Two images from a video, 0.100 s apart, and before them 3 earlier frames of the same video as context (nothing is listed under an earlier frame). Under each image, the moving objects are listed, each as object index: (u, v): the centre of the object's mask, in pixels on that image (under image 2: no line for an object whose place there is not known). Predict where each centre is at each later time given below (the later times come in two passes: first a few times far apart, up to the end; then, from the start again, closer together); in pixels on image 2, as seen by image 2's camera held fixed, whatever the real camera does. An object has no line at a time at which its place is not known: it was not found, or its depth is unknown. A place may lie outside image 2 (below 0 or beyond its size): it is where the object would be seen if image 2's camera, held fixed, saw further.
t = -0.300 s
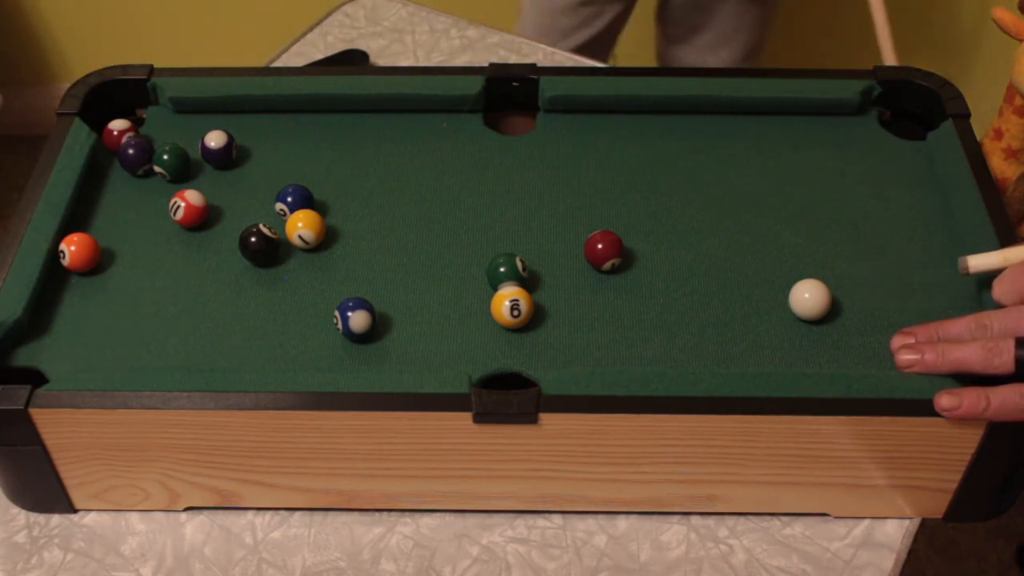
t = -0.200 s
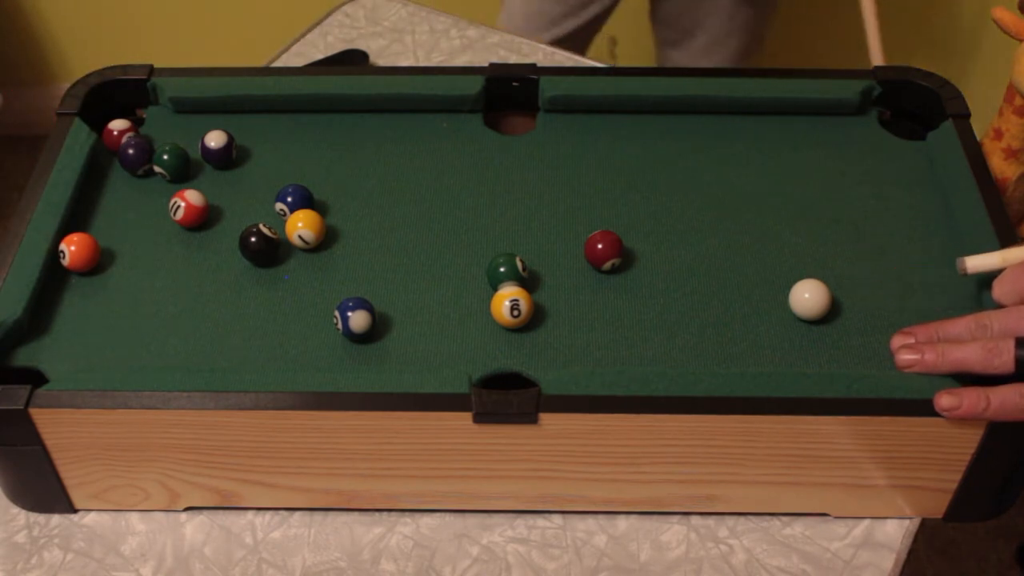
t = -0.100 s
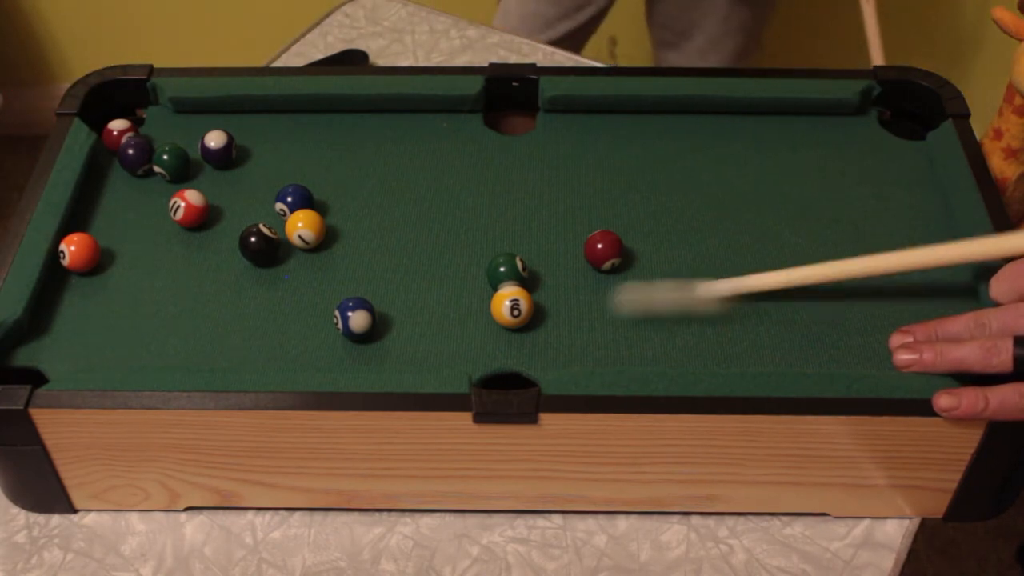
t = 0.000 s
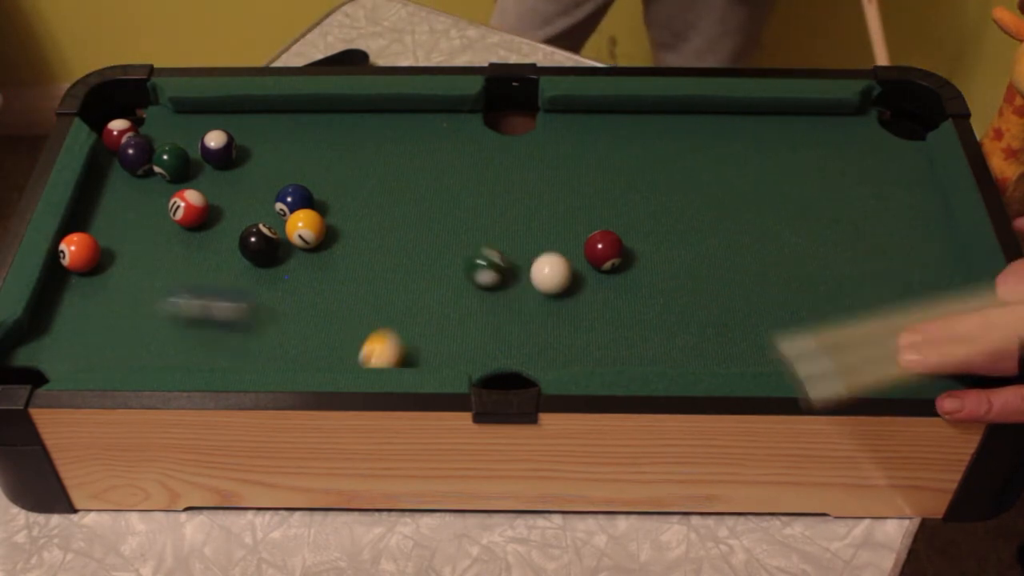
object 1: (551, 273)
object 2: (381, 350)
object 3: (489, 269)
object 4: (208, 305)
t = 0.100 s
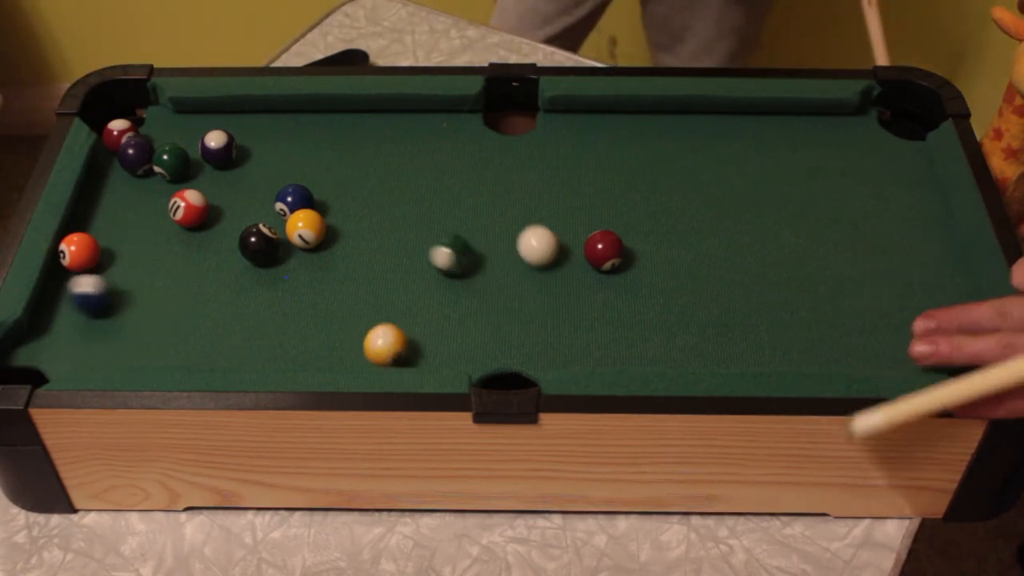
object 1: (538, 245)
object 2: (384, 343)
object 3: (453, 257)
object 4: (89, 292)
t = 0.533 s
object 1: (461, 155)
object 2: (416, 287)
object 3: (348, 216)
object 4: (316, 290)
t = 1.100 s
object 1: (422, 118)
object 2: (484, 253)
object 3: (336, 206)
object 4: (402, 288)
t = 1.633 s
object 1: (421, 119)
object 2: (490, 249)
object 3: (336, 206)
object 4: (401, 288)
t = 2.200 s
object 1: (421, 119)
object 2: (490, 249)
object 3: (335, 205)
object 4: (401, 288)
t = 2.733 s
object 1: (421, 119)
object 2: (490, 249)
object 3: (335, 206)
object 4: (401, 288)
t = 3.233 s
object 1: (421, 119)
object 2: (490, 249)
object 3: (335, 205)
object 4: (401, 288)
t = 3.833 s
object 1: (421, 119)
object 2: (490, 249)
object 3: (336, 206)
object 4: (401, 288)
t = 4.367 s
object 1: (421, 119)
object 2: (490, 249)
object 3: (335, 206)
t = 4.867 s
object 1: (421, 119)
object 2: (490, 249)
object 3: (335, 205)
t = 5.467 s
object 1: (421, 119)
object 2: (490, 249)
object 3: (335, 205)
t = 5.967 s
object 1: (420, 119)
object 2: (490, 249)
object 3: (335, 206)
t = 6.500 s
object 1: (420, 119)
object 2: (490, 249)
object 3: (335, 205)
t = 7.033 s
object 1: (420, 119)
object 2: (490, 249)
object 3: (335, 205)
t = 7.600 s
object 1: (420, 119)
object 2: (490, 248)
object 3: (335, 206)
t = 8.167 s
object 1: (420, 119)
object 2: (490, 248)
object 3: (335, 206)
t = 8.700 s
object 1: (420, 119)
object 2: (490, 248)
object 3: (335, 206)
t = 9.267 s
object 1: (420, 119)
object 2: (490, 248)
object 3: (335, 206)
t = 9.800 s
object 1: (420, 119)
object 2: (490, 248)
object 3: (335, 206)
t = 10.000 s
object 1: (420, 119)
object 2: (490, 248)
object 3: (335, 205)
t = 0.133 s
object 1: (530, 236)
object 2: (388, 338)
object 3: (441, 252)
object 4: (112, 294)
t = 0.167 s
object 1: (523, 228)
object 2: (391, 332)
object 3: (432, 249)
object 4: (133, 294)
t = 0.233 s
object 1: (509, 212)
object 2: (397, 321)
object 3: (411, 241)
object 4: (170, 294)
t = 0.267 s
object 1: (503, 204)
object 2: (399, 316)
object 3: (402, 237)
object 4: (185, 293)
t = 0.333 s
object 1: (491, 190)
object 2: (404, 308)
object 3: (388, 232)
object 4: (220, 293)
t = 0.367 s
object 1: (486, 184)
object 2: (407, 303)
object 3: (381, 230)
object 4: (240, 293)
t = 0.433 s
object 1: (476, 171)
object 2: (412, 295)
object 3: (366, 223)
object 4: (272, 293)
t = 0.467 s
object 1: (471, 165)
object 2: (414, 292)
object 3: (360, 221)
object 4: (287, 291)
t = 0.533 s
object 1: (461, 155)
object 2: (416, 287)
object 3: (348, 216)
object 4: (316, 290)
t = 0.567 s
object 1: (457, 150)
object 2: (418, 284)
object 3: (342, 213)
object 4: (330, 289)
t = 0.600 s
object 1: (452, 145)
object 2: (419, 282)
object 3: (338, 210)
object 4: (344, 288)
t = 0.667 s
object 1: (445, 137)
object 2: (422, 278)
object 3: (335, 207)
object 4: (370, 287)
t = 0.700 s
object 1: (442, 132)
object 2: (424, 277)
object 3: (334, 205)
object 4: (382, 286)
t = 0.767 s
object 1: (435, 126)
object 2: (438, 272)
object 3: (335, 203)
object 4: (391, 288)
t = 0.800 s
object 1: (432, 123)
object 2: (444, 270)
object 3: (335, 203)
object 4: (394, 288)
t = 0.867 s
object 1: (427, 117)
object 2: (456, 266)
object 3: (335, 204)
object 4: (399, 289)
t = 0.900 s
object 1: (425, 115)
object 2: (462, 263)
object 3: (335, 205)
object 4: (401, 289)
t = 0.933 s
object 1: (424, 114)
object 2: (467, 262)
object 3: (335, 204)
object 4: (403, 290)
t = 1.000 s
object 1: (423, 116)
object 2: (475, 258)
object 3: (336, 206)
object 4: (403, 289)
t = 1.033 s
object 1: (422, 117)
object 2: (479, 256)
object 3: (336, 206)
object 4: (403, 288)
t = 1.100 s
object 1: (422, 118)
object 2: (484, 253)
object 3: (336, 206)
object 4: (402, 288)
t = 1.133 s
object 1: (421, 119)
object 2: (486, 251)
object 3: (336, 206)
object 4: (401, 288)
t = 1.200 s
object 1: (421, 119)
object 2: (489, 249)
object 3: (336, 206)
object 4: (401, 288)
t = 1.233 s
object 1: (420, 119)
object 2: (490, 248)
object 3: (336, 206)
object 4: (401, 288)
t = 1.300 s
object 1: (421, 119)
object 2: (491, 248)
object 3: (336, 206)
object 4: (401, 288)
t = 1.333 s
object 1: (421, 119)
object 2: (491, 248)
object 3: (336, 206)
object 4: (401, 288)
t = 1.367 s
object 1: (421, 119)
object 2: (491, 248)
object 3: (336, 206)
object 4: (401, 288)
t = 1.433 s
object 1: (421, 119)
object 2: (490, 249)
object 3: (336, 206)
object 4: (401, 288)
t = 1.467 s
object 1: (421, 119)
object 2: (490, 249)
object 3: (336, 206)
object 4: (401, 288)
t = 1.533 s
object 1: (421, 119)
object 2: (490, 249)
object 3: (336, 206)
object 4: (401, 288)
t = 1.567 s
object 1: (421, 119)
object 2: (490, 249)
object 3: (336, 206)
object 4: (401, 288)
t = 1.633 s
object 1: (421, 119)
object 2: (490, 249)
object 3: (336, 206)
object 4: (401, 288)
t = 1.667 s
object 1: (420, 119)
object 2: (490, 249)
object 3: (336, 206)
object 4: (401, 288)
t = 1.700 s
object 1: (421, 119)
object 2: (490, 249)
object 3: (336, 206)
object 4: (401, 288)
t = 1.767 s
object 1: (421, 119)
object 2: (490, 249)
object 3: (336, 206)
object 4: (401, 288)
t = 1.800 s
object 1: (421, 119)
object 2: (490, 249)
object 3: (336, 206)
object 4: (401, 288)
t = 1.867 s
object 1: (421, 119)
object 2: (490, 249)
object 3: (336, 206)
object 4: (401, 288)
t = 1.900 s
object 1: (421, 119)
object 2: (490, 249)
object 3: (336, 206)
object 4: (401, 288)
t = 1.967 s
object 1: (421, 119)
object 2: (490, 249)
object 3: (335, 206)
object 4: (401, 288)
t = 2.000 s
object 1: (421, 119)
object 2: (490, 249)
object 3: (335, 205)
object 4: (401, 288)
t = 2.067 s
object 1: (421, 119)
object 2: (490, 249)
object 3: (335, 205)
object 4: (401, 288)
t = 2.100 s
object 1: (421, 119)
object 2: (490, 249)
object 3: (335, 205)
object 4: (401, 288)
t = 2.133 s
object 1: (421, 119)
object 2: (490, 249)
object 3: (336, 206)
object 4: (401, 288)
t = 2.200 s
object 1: (421, 119)
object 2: (490, 249)
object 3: (335, 205)
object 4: (401, 288)
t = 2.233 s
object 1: (421, 119)
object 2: (490, 249)
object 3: (335, 206)
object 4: (401, 288)
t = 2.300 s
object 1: (421, 119)
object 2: (490, 249)
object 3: (335, 205)
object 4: (401, 288)
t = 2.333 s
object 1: (421, 119)
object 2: (490, 249)
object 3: (335, 205)
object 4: (401, 288)
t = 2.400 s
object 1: (421, 119)
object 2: (490, 249)
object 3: (335, 206)
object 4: (401, 288)
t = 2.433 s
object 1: (421, 119)
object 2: (490, 249)
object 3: (335, 205)
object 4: (401, 288)
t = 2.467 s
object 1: (421, 119)
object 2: (490, 249)
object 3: (335, 205)
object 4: (401, 288)
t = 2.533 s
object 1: (421, 119)
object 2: (490, 249)
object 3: (335, 206)
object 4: (401, 288)
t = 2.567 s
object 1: (421, 119)
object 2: (490, 249)
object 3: (335, 206)
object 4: (401, 288)
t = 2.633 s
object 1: (421, 119)
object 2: (490, 249)
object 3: (335, 205)
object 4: (401, 288)
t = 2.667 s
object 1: (421, 119)
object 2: (490, 249)
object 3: (335, 205)
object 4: (401, 288)
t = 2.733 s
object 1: (421, 119)
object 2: (490, 249)
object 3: (335, 206)
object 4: (401, 288)
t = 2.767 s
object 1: (421, 119)
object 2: (490, 249)
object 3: (336, 206)
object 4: (401, 288)
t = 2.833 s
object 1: (421, 119)
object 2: (490, 249)
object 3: (335, 205)
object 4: (401, 288)
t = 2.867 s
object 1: (421, 119)
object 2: (490, 249)
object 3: (335, 206)
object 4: (401, 288)
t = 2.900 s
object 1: (421, 119)
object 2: (490, 249)
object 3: (336, 206)
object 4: (401, 288)
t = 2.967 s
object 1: (421, 119)
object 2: (490, 249)
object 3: (336, 206)
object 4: (401, 288)
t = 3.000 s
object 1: (421, 119)
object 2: (490, 249)
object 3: (335, 205)
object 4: (401, 288)
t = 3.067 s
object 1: (421, 119)
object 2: (490, 249)
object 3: (335, 205)
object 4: (401, 288)
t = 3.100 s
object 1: (421, 119)
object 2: (490, 249)
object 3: (336, 206)
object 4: (401, 288)
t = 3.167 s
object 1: (421, 119)
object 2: (490, 249)
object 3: (336, 206)
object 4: (401, 288)
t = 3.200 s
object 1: (421, 119)
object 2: (490, 249)
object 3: (336, 206)
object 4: (401, 288)
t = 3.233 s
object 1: (421, 119)
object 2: (490, 249)
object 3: (335, 205)
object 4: (401, 288)
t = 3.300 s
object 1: (421, 119)
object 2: (490, 249)
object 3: (335, 205)
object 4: (401, 288)
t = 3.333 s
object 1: (421, 119)
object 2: (490, 249)
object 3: (336, 206)
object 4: (401, 288)
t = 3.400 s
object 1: (421, 119)
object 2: (490, 249)
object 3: (336, 206)
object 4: (401, 288)
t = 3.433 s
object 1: (421, 119)
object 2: (490, 249)
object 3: (336, 206)
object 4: (401, 288)
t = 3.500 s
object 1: (421, 119)
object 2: (490, 249)
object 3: (336, 206)
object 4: (401, 288)
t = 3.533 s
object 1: (421, 119)
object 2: (490, 249)
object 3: (336, 206)
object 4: (401, 288)
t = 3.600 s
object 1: (421, 119)
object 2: (490, 249)
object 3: (336, 206)
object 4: (401, 288)
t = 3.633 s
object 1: (421, 119)
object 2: (490, 249)
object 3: (336, 206)
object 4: (401, 288)
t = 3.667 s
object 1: (421, 119)
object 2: (490, 249)
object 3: (336, 206)
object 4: (401, 288)
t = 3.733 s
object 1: (421, 119)
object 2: (490, 249)
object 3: (336, 206)
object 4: (401, 288)
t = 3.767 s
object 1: (421, 119)
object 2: (490, 249)
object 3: (335, 205)
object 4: (401, 288)
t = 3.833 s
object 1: (421, 119)
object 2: (490, 249)
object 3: (336, 206)
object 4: (401, 288)
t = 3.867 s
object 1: (421, 119)
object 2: (490, 249)
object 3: (336, 206)
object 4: (401, 288)
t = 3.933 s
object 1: (421, 119)
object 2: (490, 249)
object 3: (336, 206)
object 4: (401, 288)
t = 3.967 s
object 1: (421, 119)
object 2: (490, 249)
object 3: (335, 205)
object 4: (401, 288)
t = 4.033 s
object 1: (421, 119)
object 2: (490, 249)
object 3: (335, 205)
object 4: (401, 288)
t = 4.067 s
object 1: (421, 119)
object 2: (490, 249)
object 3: (335, 205)
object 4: (401, 288)
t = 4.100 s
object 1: (421, 119)
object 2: (490, 249)
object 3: (336, 206)
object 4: (401, 288)
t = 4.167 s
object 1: (421, 119)
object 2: (490, 249)
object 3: (335, 206)
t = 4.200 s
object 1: (421, 119)
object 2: (490, 249)
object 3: (336, 206)
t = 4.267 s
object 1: (421, 119)
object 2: (490, 249)
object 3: (335, 206)
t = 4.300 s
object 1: (421, 119)
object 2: (490, 249)
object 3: (335, 206)
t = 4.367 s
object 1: (421, 119)
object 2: (490, 249)
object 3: (335, 206)
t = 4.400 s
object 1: (421, 119)
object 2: (490, 249)
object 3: (335, 206)
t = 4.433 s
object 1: (421, 119)
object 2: (490, 249)
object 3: (335, 205)
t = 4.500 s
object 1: (421, 119)
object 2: (490, 249)
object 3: (335, 206)
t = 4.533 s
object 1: (421, 119)
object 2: (490, 249)
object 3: (335, 206)
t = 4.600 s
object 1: (421, 119)
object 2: (490, 249)
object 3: (335, 206)
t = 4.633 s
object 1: (421, 119)
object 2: (490, 249)
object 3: (335, 206)
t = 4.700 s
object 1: (421, 119)
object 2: (490, 249)
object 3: (335, 206)
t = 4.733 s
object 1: (421, 119)
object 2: (490, 249)
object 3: (335, 206)
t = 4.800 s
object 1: (421, 119)
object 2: (490, 249)
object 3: (335, 205)
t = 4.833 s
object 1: (421, 119)
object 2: (490, 249)
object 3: (335, 206)
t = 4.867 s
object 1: (421, 119)
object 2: (490, 249)
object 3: (335, 205)
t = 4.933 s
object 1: (421, 119)
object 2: (490, 249)
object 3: (335, 205)
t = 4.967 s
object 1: (421, 119)
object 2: (490, 249)
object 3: (336, 206)
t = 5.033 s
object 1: (421, 119)
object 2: (490, 249)
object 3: (335, 206)
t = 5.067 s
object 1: (421, 119)
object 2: (490, 249)
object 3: (335, 206)
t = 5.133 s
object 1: (421, 119)
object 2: (490, 249)
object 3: (335, 206)
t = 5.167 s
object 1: (421, 119)
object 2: (490, 249)
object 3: (335, 205)
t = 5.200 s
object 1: (421, 119)
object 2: (490, 249)
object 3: (335, 206)
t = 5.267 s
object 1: (421, 119)
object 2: (490, 249)
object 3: (335, 206)
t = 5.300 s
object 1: (421, 119)
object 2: (490, 249)
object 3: (335, 205)
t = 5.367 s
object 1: (421, 119)
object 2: (490, 249)
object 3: (335, 205)
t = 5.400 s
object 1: (421, 119)
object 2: (490, 249)
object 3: (335, 206)
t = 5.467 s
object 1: (421, 119)
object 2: (490, 249)
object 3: (335, 205)
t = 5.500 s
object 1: (421, 119)
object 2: (490, 249)
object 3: (335, 206)
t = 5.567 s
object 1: (421, 119)
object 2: (490, 249)
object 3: (335, 206)
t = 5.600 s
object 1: (420, 119)
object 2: (490, 249)
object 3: (335, 205)
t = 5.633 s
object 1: (420, 119)
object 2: (490, 249)
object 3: (335, 206)
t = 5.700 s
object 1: (420, 119)
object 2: (490, 249)
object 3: (335, 205)
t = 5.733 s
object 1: (420, 119)
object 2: (490, 249)
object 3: (335, 206)
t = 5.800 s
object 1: (420, 119)
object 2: (490, 249)
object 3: (335, 206)
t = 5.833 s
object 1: (420, 119)
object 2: (490, 249)
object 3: (335, 205)
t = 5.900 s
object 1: (420, 119)
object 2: (490, 249)
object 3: (335, 206)
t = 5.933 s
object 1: (420, 119)
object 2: (490, 249)
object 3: (335, 205)
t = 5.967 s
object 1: (420, 119)
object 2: (490, 249)
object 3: (335, 206)
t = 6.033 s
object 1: (420, 119)
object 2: (490, 249)
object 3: (335, 206)
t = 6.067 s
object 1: (420, 119)
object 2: (490, 249)
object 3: (335, 205)
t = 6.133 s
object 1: (420, 119)
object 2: (490, 249)
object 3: (335, 205)
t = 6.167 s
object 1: (420, 119)
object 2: (490, 249)
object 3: (335, 205)
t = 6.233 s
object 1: (421, 119)
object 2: (490, 249)
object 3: (335, 205)
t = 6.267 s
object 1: (420, 119)
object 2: (490, 249)
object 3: (335, 205)
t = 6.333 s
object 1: (420, 119)
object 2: (490, 249)
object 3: (335, 205)
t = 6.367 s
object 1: (420, 119)
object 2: (490, 249)
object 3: (335, 205)
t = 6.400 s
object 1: (420, 119)
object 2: (490, 249)
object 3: (335, 205)
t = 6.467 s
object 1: (420, 119)
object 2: (490, 249)
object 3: (335, 205)
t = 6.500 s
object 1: (420, 119)
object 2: (490, 249)
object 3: (335, 205)
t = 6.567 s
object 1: (420, 119)
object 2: (490, 249)
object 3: (335, 205)
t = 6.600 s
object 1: (420, 119)
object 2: (490, 249)
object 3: (335, 206)
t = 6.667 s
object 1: (420, 119)
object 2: (490, 249)
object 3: (335, 205)
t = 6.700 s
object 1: (420, 119)
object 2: (490, 249)
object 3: (335, 205)
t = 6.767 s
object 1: (420, 119)
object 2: (490, 249)
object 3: (335, 205)
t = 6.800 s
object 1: (420, 119)
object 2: (490, 249)
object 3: (335, 205)
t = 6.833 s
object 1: (420, 119)
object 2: (490, 249)
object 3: (335, 205)
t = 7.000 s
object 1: (420, 119)
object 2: (490, 249)
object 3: (335, 205)
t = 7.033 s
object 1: (420, 119)
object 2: (490, 249)
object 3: (335, 205)
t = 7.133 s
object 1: (420, 119)
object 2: (490, 249)
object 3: (335, 205)
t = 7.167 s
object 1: (420, 119)
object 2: (490, 249)
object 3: (335, 206)
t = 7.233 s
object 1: (420, 119)
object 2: (490, 249)
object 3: (335, 205)
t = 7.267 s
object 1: (420, 119)
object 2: (490, 249)
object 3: (335, 205)
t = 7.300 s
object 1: (420, 119)
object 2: (490, 249)
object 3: (335, 205)
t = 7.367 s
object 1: (420, 119)
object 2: (490, 248)
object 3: (335, 206)
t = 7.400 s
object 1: (420, 119)
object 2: (490, 248)
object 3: (335, 206)
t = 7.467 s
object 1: (420, 119)
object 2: (490, 248)
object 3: (335, 206)
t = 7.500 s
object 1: (420, 119)
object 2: (490, 248)
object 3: (335, 206)
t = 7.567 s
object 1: (420, 119)
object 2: (490, 248)
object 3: (335, 206)
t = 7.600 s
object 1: (420, 119)
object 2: (490, 248)
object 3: (335, 206)
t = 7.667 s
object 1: (420, 119)
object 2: (490, 248)
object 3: (335, 206)
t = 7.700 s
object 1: (420, 119)
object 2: (490, 248)
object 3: (335, 206)
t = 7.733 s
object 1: (420, 119)
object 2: (490, 248)
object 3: (335, 206)
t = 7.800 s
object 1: (420, 119)
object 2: (490, 248)
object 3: (335, 206)
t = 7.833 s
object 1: (420, 119)
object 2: (490, 248)
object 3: (335, 206)
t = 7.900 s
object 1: (420, 119)
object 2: (490, 248)
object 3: (335, 206)
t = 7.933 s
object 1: (420, 119)
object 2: (490, 248)
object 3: (335, 206)
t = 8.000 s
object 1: (420, 119)
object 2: (490, 248)
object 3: (335, 206)
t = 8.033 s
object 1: (420, 119)
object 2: (490, 248)
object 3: (335, 206)
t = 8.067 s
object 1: (420, 119)
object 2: (490, 248)
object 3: (335, 206)
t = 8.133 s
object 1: (420, 119)
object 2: (490, 248)
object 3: (335, 206)
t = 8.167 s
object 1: (420, 119)
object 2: (490, 248)
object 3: (335, 206)
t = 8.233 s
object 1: (420, 119)
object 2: (490, 248)
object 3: (335, 206)
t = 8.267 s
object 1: (420, 119)
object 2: (490, 248)
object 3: (335, 205)
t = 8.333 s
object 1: (420, 119)
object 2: (490, 248)
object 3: (335, 206)
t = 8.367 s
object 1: (420, 119)
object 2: (490, 248)
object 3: (335, 205)
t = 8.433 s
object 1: (421, 119)
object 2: (490, 248)
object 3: (335, 205)
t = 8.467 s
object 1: (420, 119)
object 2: (490, 248)
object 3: (335, 206)
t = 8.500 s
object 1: (420, 119)
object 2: (490, 248)
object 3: (335, 205)
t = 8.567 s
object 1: (420, 119)
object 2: (490, 248)
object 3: (335, 205)
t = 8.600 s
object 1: (420, 119)
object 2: (490, 248)
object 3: (335, 206)
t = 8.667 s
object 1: (421, 119)
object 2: (490, 248)
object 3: (335, 206)
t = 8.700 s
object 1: (420, 119)
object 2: (490, 248)
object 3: (335, 206)
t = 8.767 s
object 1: (420, 119)
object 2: (490, 248)
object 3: (335, 205)
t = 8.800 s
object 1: (420, 119)
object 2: (490, 248)
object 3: (335, 206)
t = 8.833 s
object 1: (420, 119)
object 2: (490, 248)
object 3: (335, 206)
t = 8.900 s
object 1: (420, 119)
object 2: (490, 248)
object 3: (335, 206)
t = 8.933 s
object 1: (420, 119)
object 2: (490, 248)
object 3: (335, 205)
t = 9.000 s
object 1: (420, 119)
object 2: (490, 248)
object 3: (335, 206)
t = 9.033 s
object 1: (420, 119)
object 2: (490, 248)
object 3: (335, 206)
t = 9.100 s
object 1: (420, 119)
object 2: (490, 248)
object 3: (335, 205)
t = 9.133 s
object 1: (420, 119)
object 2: (490, 248)
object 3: (335, 206)
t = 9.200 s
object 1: (420, 119)
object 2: (490, 248)
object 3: (335, 205)
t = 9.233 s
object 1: (420, 119)
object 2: (490, 248)
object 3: (335, 205)
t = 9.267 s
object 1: (420, 119)
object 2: (490, 248)
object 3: (335, 206)
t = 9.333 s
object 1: (420, 119)
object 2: (490, 248)
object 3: (335, 205)
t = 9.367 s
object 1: (420, 119)
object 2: (490, 248)
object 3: (335, 205)
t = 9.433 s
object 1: (420, 119)
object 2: (490, 248)
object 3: (335, 206)
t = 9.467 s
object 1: (420, 119)
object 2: (490, 248)
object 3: (335, 205)
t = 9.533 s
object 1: (420, 119)
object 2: (490, 248)
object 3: (335, 205)
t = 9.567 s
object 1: (420, 119)
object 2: (490, 248)
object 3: (335, 205)
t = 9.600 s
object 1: (420, 119)
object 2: (490, 248)
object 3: (335, 206)
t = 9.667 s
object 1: (420, 119)
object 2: (490, 248)
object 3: (335, 205)
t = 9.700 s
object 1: (420, 119)
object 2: (490, 248)
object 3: (335, 205)
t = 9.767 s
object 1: (420, 119)
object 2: (490, 248)
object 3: (335, 205)
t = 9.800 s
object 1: (420, 119)
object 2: (490, 248)
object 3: (335, 206)
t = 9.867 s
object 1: (420, 119)
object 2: (490, 248)
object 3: (335, 205)
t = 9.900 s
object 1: (420, 119)
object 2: (490, 248)
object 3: (335, 205)
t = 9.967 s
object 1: (420, 119)
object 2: (490, 248)
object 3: (335, 205)
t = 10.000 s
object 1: (420, 119)
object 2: (490, 248)
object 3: (335, 205)
